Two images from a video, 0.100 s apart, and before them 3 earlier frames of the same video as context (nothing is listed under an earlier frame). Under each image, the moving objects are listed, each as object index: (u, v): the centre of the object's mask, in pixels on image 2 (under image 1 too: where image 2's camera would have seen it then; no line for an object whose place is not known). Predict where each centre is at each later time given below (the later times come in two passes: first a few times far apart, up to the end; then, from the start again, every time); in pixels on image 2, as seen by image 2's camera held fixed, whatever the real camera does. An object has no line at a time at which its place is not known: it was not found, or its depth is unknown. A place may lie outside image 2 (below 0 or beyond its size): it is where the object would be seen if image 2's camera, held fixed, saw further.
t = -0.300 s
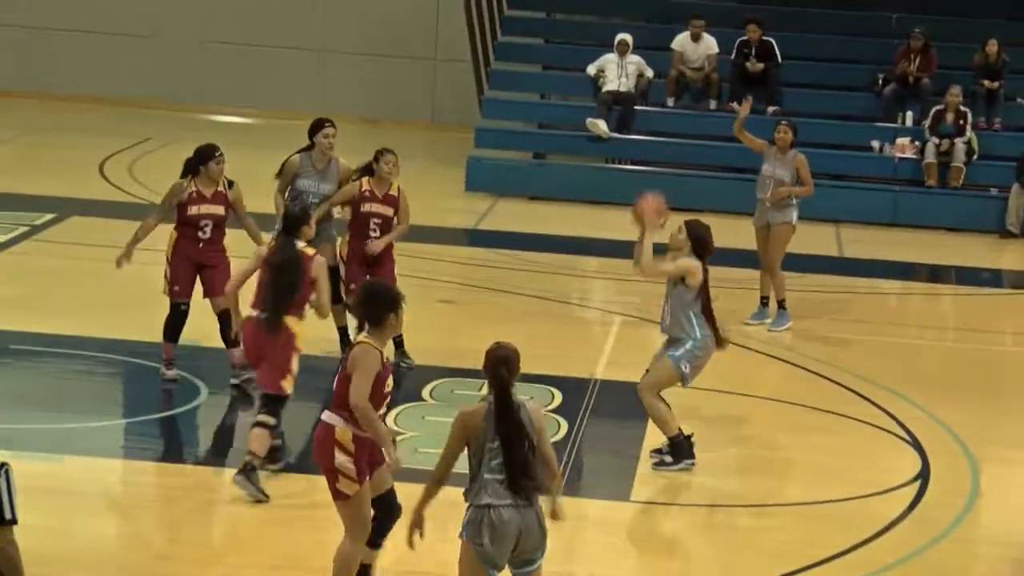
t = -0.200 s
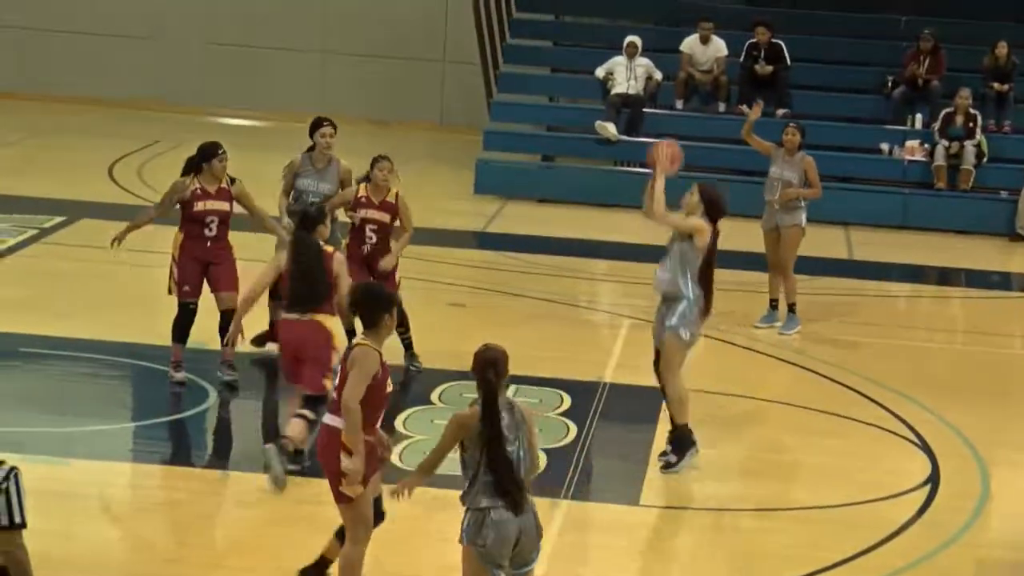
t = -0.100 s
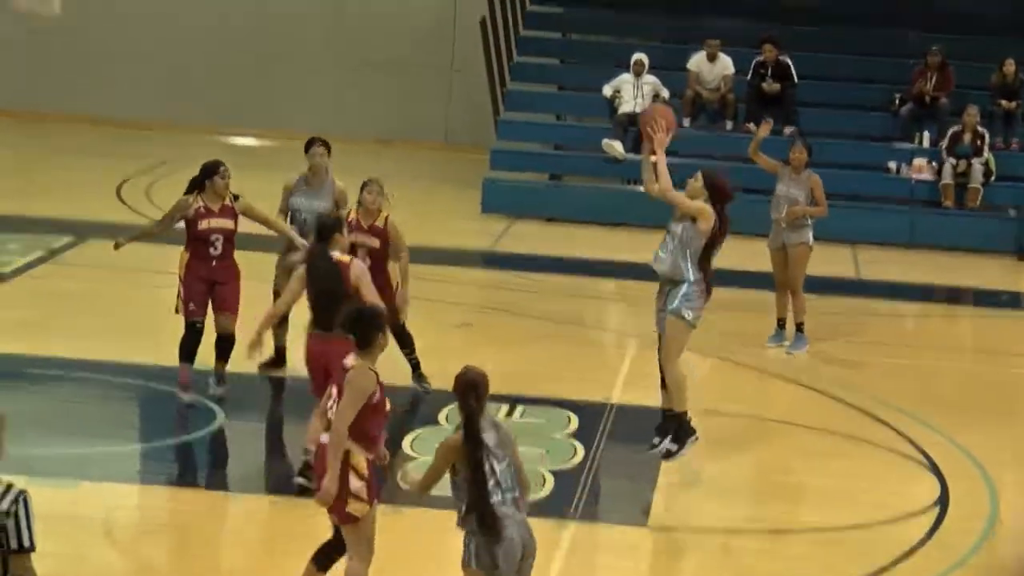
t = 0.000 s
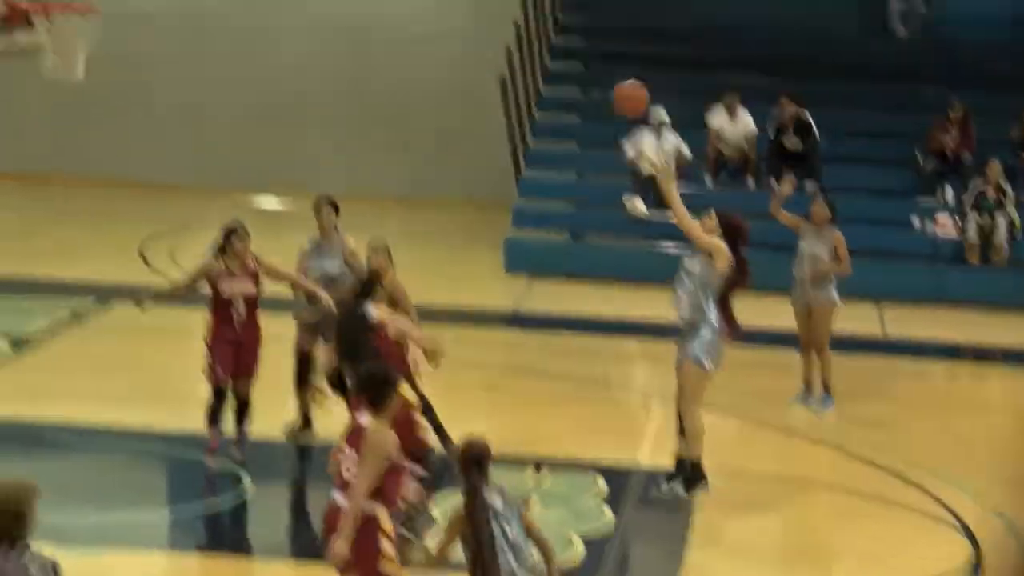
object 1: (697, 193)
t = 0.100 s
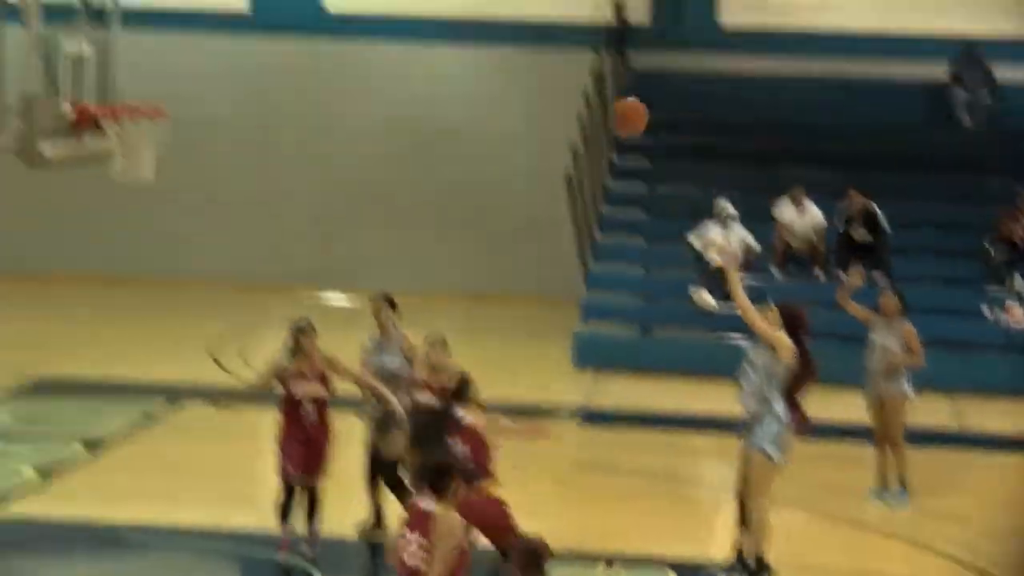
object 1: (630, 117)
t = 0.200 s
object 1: (567, 57)
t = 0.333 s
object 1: (486, 8)
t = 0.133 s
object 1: (608, 96)
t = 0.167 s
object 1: (586, 75)
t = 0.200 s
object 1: (567, 57)
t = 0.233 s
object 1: (546, 42)
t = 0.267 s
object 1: (526, 29)
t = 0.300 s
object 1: (506, 19)
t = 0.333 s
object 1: (486, 8)
